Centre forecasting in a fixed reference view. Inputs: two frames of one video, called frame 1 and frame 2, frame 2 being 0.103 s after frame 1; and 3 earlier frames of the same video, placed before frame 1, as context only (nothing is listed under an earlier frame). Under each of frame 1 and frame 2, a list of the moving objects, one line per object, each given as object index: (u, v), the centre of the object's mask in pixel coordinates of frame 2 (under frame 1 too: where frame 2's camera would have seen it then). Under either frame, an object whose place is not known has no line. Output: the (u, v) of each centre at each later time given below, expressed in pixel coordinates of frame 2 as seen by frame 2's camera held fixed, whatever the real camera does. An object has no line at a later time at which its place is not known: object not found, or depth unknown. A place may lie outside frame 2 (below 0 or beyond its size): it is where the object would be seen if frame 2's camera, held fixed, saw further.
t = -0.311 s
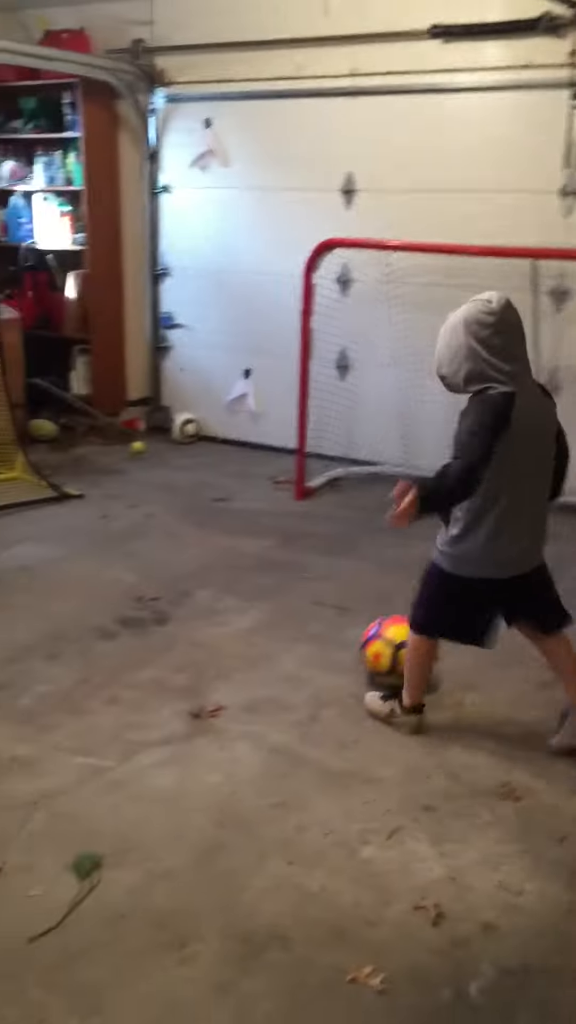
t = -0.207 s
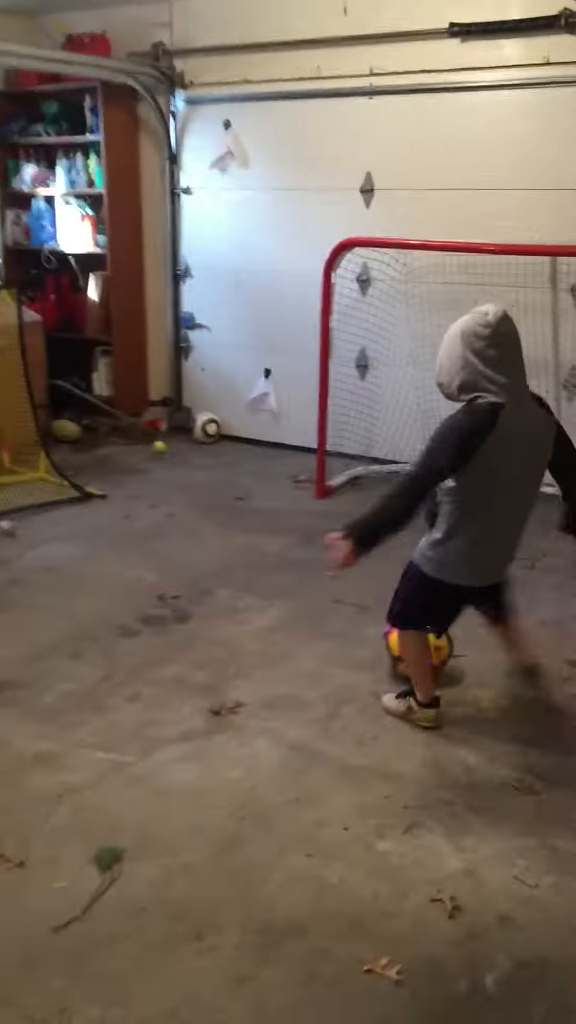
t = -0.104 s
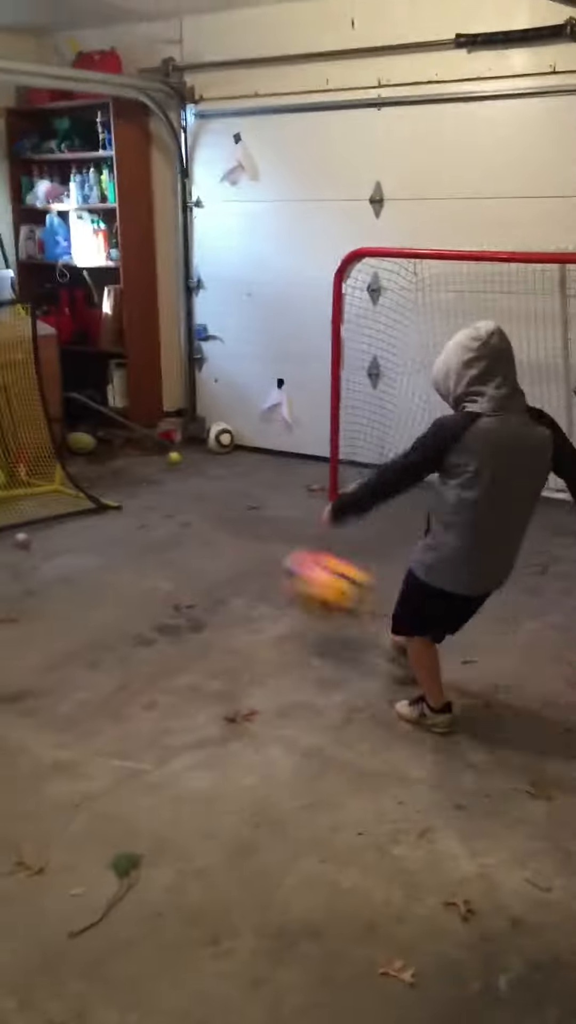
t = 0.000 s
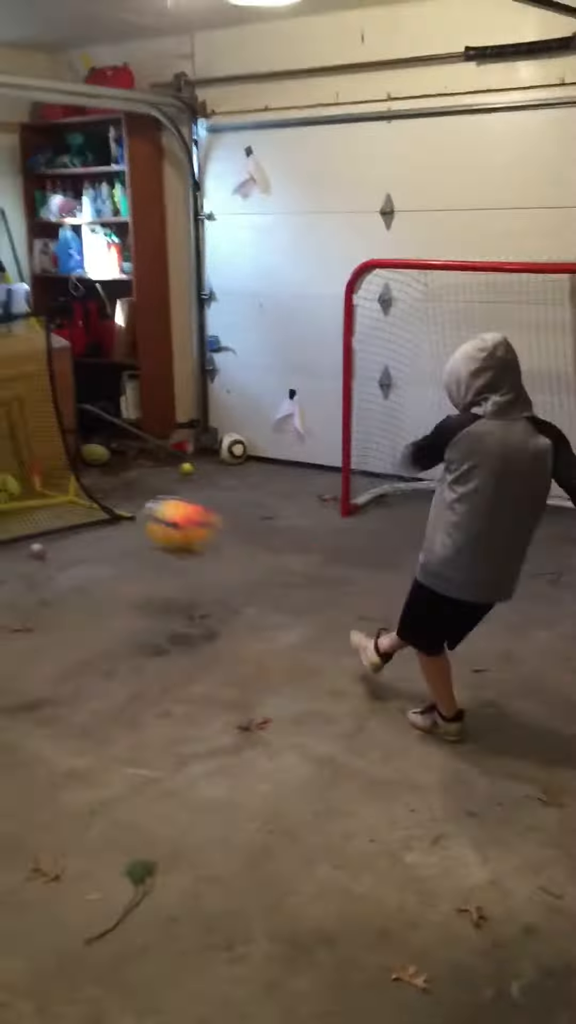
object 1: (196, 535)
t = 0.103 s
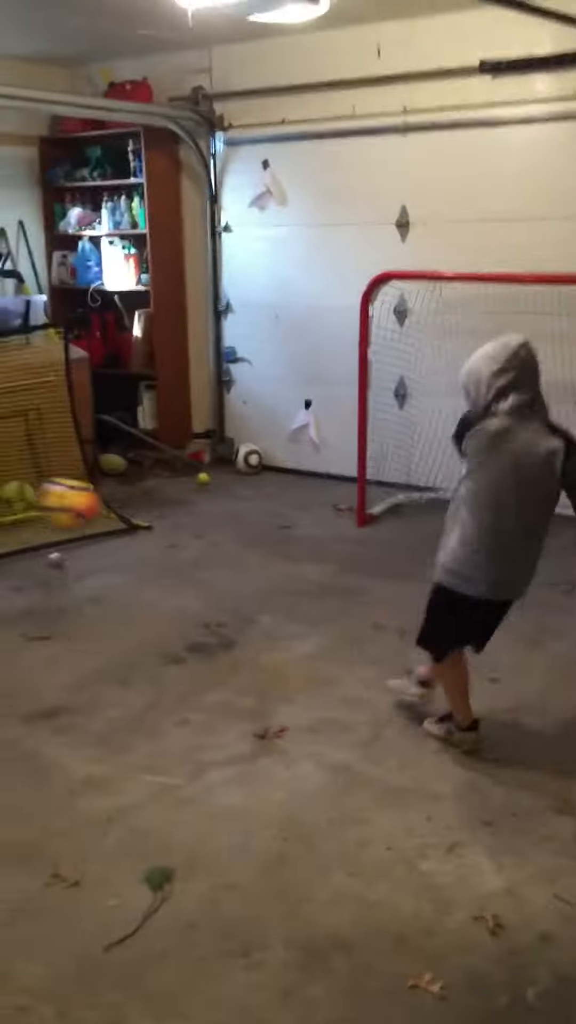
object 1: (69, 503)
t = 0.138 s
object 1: (31, 501)
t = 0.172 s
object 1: (5, 500)
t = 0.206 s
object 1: (-16, 502)
